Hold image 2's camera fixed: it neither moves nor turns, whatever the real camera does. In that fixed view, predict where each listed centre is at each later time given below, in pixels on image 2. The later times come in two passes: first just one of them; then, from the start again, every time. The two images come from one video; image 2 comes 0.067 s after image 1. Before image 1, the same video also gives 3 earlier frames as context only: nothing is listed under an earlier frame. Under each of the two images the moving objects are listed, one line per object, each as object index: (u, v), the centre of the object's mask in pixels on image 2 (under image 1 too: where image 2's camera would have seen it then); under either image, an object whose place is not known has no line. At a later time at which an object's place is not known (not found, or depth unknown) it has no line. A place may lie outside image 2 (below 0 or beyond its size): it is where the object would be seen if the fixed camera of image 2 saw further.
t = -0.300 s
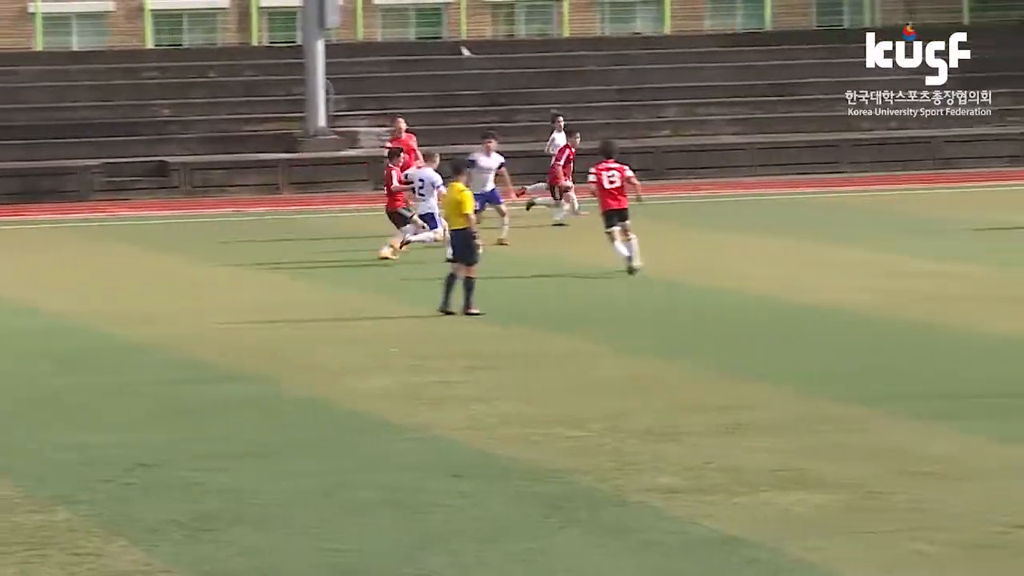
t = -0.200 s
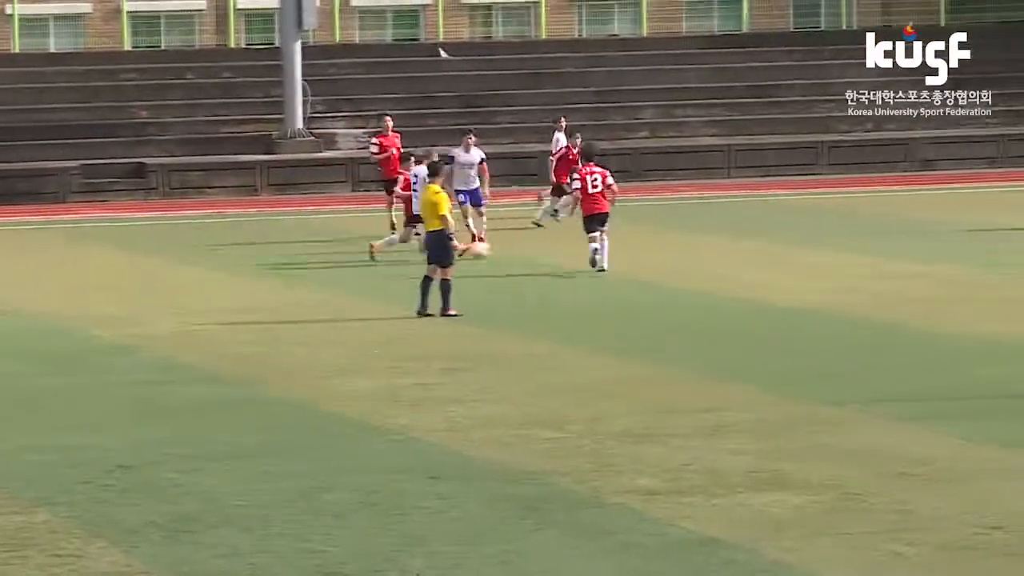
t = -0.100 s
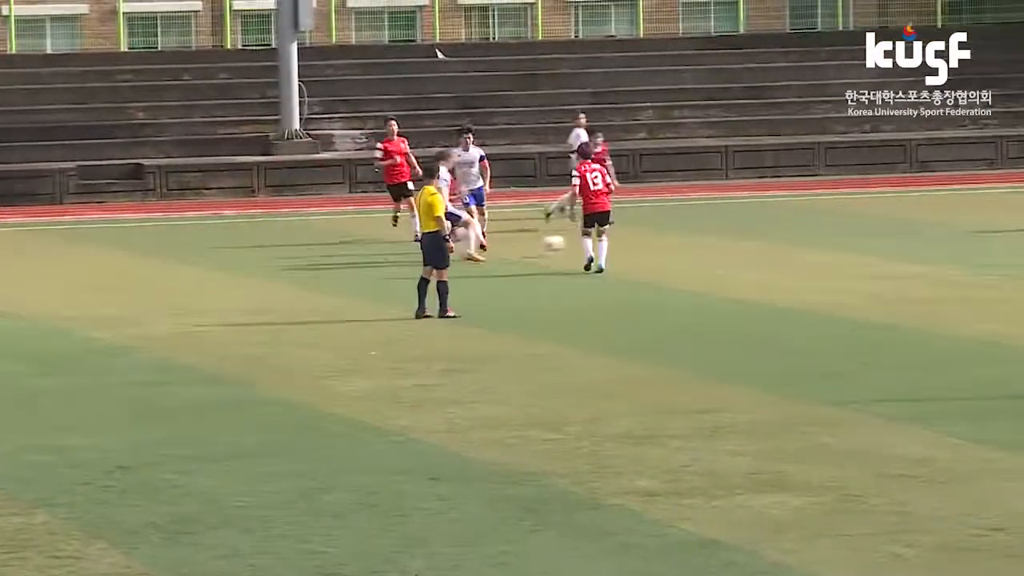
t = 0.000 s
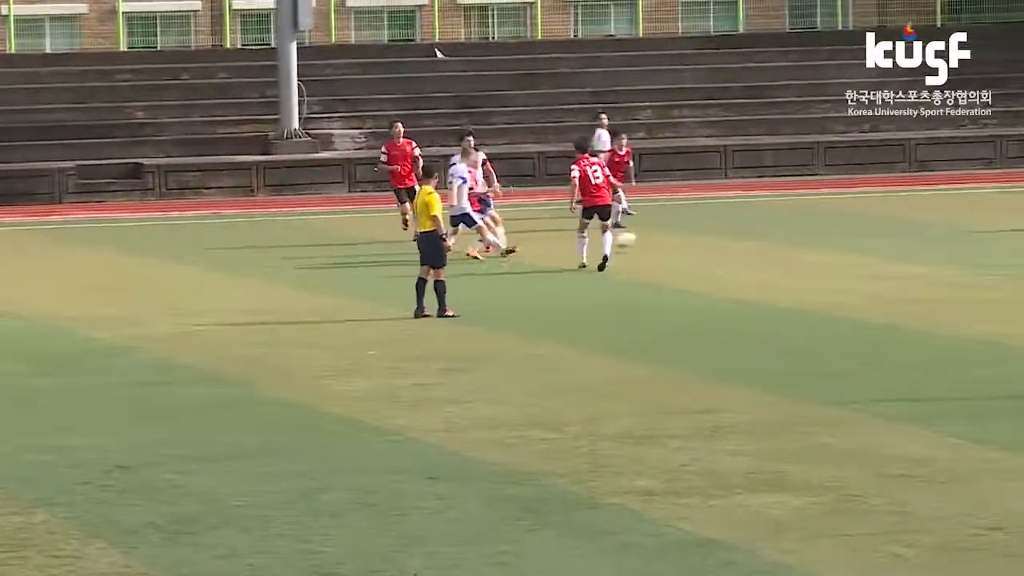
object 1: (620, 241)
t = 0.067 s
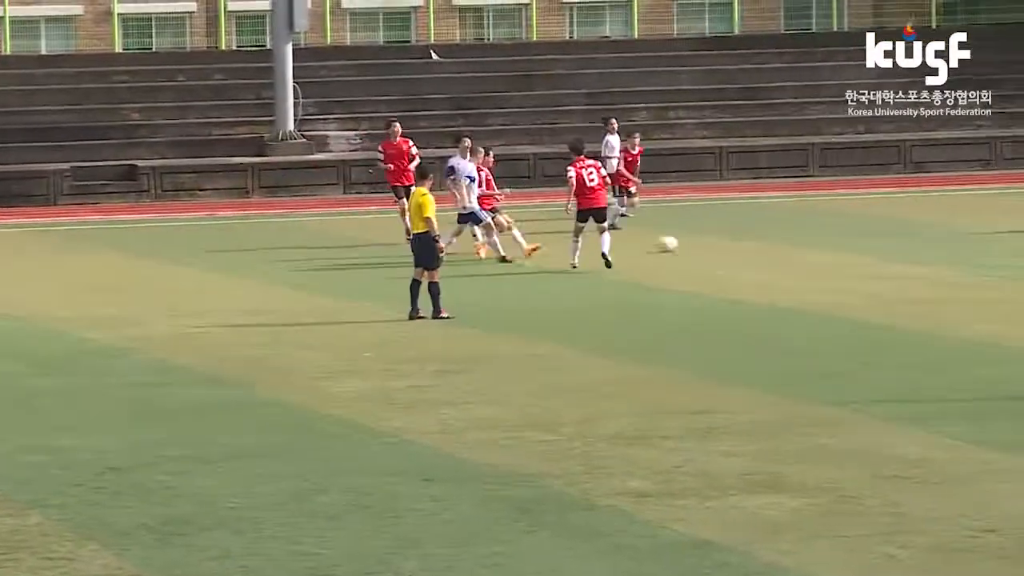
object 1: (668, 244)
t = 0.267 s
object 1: (786, 233)
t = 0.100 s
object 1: (688, 239)
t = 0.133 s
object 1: (709, 236)
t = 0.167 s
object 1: (727, 234)
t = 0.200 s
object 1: (748, 233)
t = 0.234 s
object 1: (767, 232)
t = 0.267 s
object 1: (786, 233)
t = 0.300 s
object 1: (804, 233)
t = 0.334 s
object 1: (822, 236)
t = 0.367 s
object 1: (840, 236)
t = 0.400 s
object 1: (854, 232)
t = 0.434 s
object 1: (870, 228)
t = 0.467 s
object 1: (885, 224)
